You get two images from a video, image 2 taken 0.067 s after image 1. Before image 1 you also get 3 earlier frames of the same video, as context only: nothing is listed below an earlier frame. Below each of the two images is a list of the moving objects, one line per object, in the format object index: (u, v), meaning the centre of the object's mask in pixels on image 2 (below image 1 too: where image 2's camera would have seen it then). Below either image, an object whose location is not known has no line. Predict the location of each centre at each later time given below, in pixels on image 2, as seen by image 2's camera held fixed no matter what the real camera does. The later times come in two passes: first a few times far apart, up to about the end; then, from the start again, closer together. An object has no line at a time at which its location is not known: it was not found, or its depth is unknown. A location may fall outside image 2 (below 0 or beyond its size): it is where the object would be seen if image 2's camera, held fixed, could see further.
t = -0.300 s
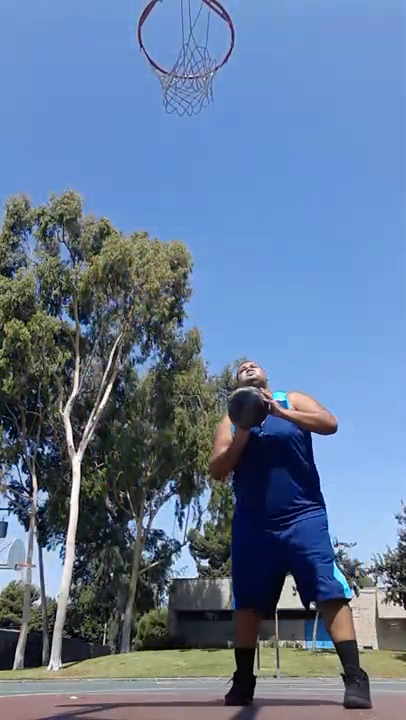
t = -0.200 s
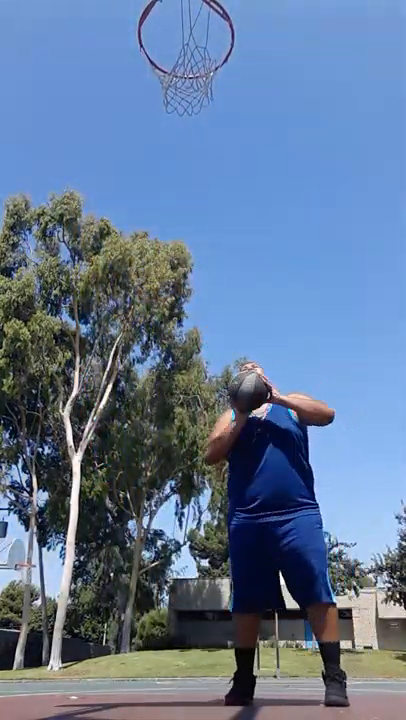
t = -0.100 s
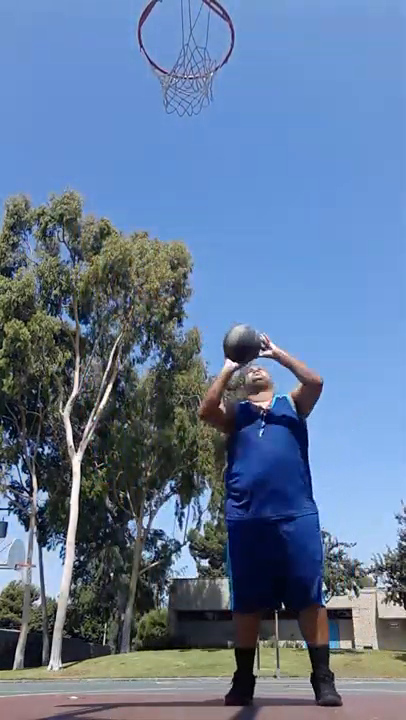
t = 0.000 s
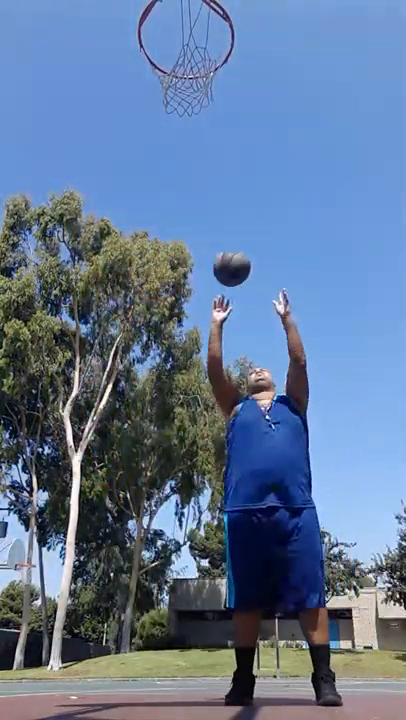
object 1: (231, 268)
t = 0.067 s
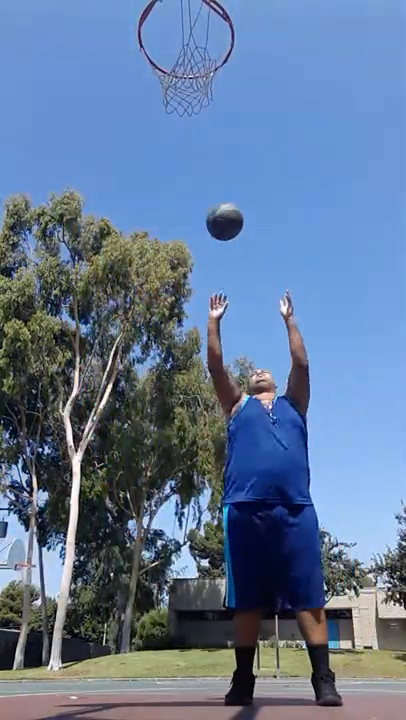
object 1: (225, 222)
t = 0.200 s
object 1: (210, 147)
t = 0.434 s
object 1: (183, 61)
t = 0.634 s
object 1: (158, 32)
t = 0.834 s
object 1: (193, 14)
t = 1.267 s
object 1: (172, 45)
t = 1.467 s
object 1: (168, 57)
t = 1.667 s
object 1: (168, 33)
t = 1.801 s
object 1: (174, 52)
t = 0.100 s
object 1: (221, 201)
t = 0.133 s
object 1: (217, 182)
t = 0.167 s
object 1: (213, 164)
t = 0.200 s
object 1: (210, 147)
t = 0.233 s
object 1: (206, 132)
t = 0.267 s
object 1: (203, 119)
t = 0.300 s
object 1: (199, 107)
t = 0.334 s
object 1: (195, 93)
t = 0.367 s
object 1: (191, 82)
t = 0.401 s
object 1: (187, 72)
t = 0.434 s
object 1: (183, 61)
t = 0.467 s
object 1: (178, 54)
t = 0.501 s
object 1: (173, 47)
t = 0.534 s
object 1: (168, 42)
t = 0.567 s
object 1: (163, 38)
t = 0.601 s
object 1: (160, 34)
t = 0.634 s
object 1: (158, 32)
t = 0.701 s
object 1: (169, 20)
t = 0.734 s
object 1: (174, 17)
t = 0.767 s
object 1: (180, 14)
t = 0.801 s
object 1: (186, 14)
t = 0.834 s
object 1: (193, 14)
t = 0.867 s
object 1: (196, 15)
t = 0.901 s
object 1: (197, 18)
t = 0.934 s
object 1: (199, 21)
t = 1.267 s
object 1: (172, 45)
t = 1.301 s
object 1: (167, 48)
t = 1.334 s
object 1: (168, 48)
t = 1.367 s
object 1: (167, 49)
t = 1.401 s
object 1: (168, 51)
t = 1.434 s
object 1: (167, 55)
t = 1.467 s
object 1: (168, 57)
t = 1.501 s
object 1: (167, 49)
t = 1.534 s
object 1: (167, 42)
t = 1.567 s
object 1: (167, 37)
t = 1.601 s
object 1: (167, 34)
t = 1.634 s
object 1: (168, 35)
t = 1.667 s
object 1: (168, 33)
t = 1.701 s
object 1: (169, 34)
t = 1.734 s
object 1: (171, 34)
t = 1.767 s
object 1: (172, 45)
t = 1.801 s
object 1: (174, 52)
